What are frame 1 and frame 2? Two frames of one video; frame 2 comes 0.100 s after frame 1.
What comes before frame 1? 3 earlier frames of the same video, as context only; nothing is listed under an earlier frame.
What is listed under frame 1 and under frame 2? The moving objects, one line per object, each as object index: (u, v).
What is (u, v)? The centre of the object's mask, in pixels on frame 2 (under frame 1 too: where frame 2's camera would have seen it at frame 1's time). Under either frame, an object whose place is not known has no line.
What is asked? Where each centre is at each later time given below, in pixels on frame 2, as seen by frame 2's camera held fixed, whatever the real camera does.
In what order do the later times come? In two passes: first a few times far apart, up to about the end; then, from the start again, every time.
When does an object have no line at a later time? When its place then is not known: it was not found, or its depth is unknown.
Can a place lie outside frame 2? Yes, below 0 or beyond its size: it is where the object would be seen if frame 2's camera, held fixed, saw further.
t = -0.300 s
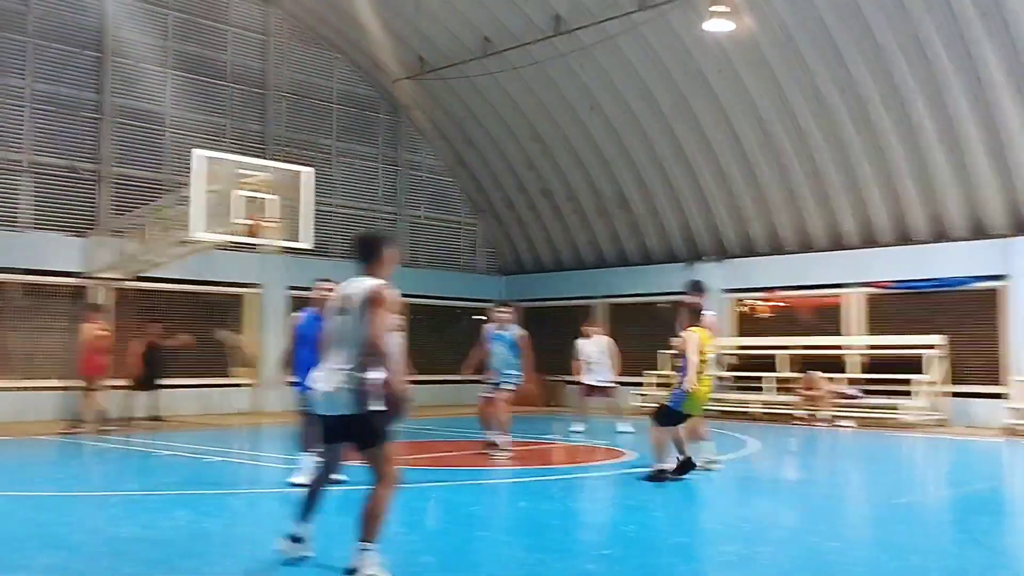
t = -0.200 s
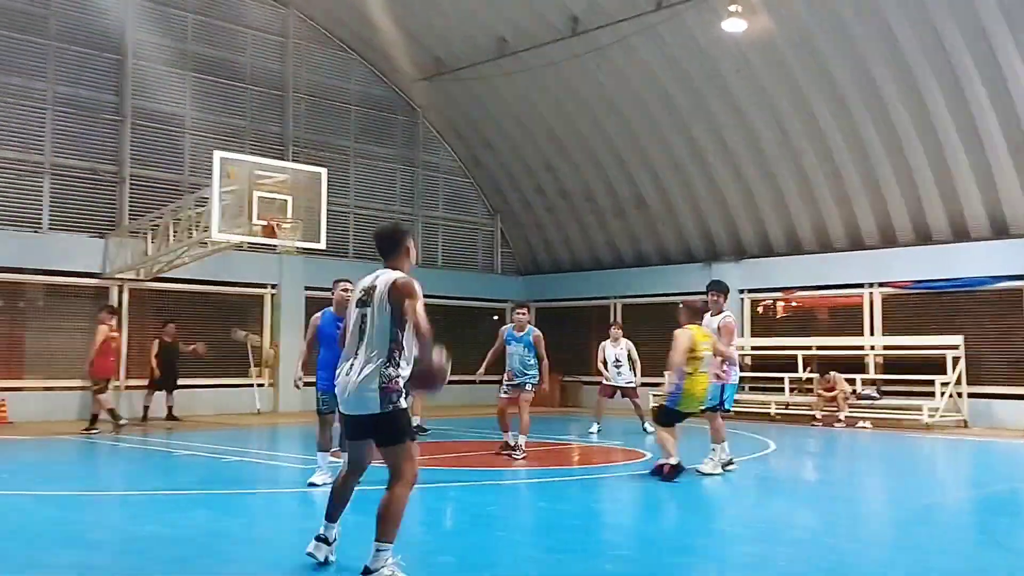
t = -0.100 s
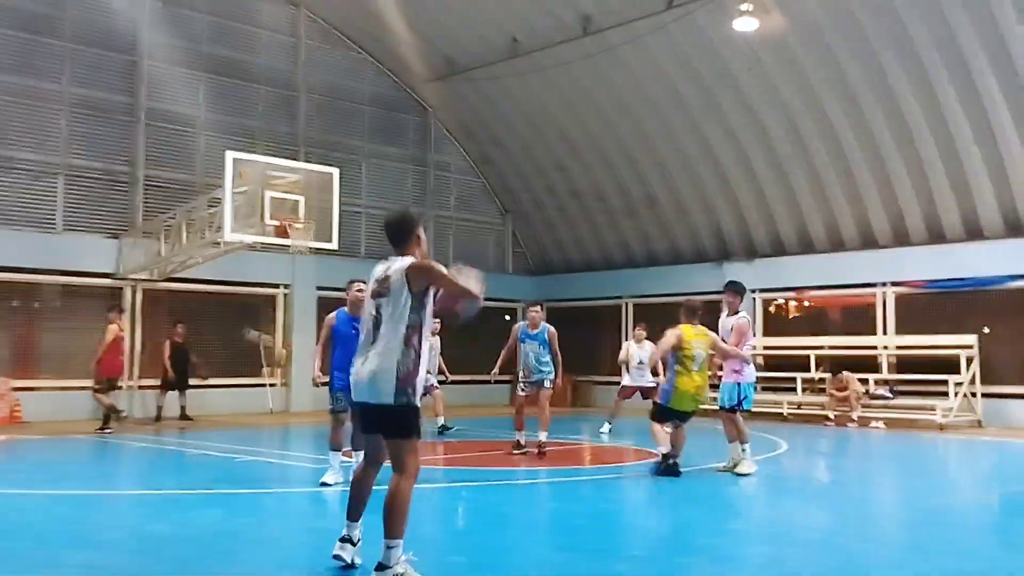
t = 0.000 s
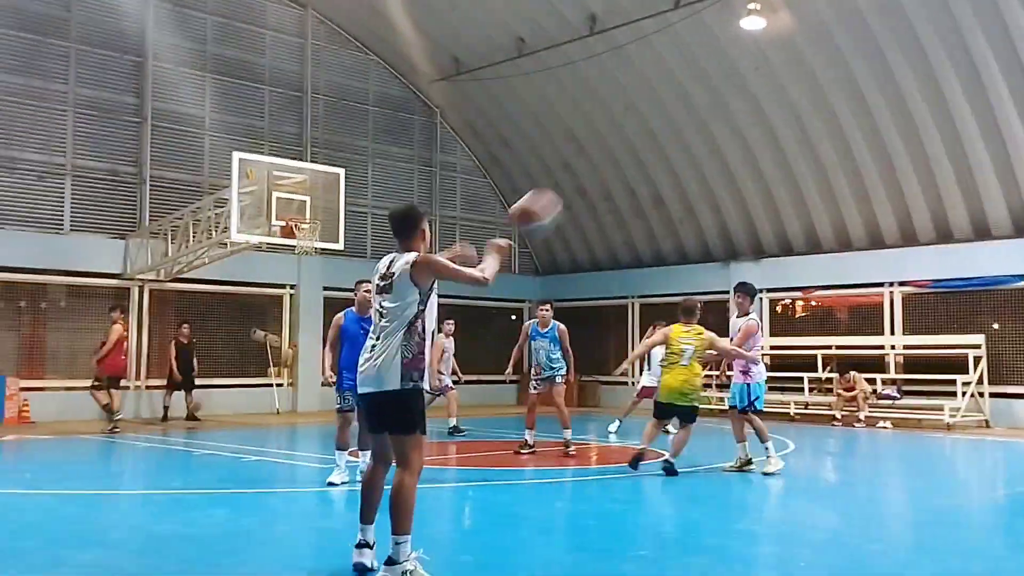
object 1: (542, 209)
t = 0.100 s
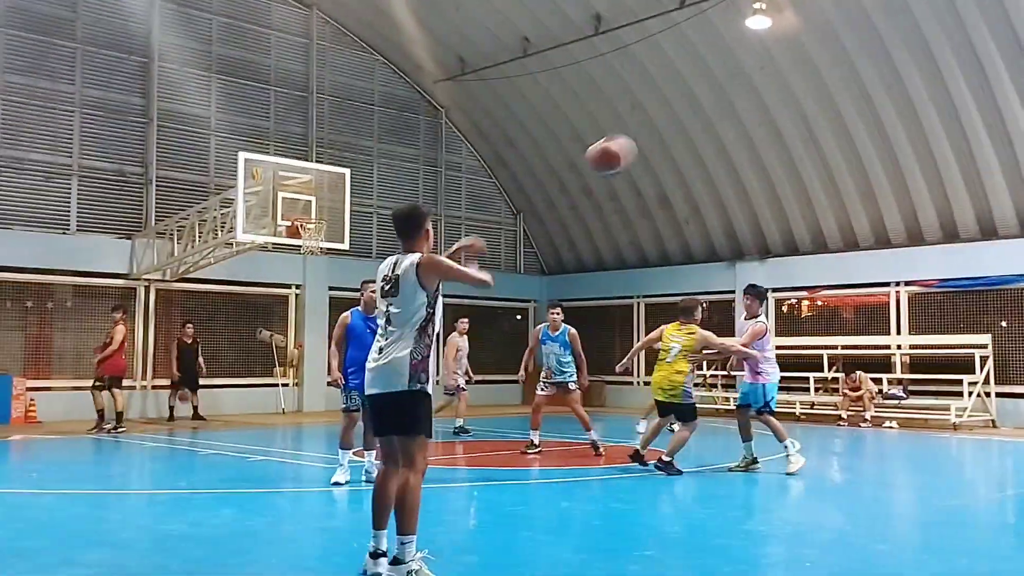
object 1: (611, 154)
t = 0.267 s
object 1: (705, 107)
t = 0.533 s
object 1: (821, 115)
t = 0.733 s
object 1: (888, 168)
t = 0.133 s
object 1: (632, 140)
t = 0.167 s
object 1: (653, 129)
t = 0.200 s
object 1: (672, 120)
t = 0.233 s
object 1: (690, 114)
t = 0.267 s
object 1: (705, 107)
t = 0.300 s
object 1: (727, 102)
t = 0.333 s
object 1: (731, 100)
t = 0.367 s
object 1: (756, 98)
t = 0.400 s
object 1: (769, 99)
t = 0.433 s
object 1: (784, 101)
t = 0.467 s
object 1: (796, 103)
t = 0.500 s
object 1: (810, 110)
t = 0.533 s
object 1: (821, 115)
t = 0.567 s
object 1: (835, 121)
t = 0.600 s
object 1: (845, 128)
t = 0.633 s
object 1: (857, 138)
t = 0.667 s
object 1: (867, 147)
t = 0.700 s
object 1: (878, 156)
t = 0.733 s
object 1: (888, 168)
